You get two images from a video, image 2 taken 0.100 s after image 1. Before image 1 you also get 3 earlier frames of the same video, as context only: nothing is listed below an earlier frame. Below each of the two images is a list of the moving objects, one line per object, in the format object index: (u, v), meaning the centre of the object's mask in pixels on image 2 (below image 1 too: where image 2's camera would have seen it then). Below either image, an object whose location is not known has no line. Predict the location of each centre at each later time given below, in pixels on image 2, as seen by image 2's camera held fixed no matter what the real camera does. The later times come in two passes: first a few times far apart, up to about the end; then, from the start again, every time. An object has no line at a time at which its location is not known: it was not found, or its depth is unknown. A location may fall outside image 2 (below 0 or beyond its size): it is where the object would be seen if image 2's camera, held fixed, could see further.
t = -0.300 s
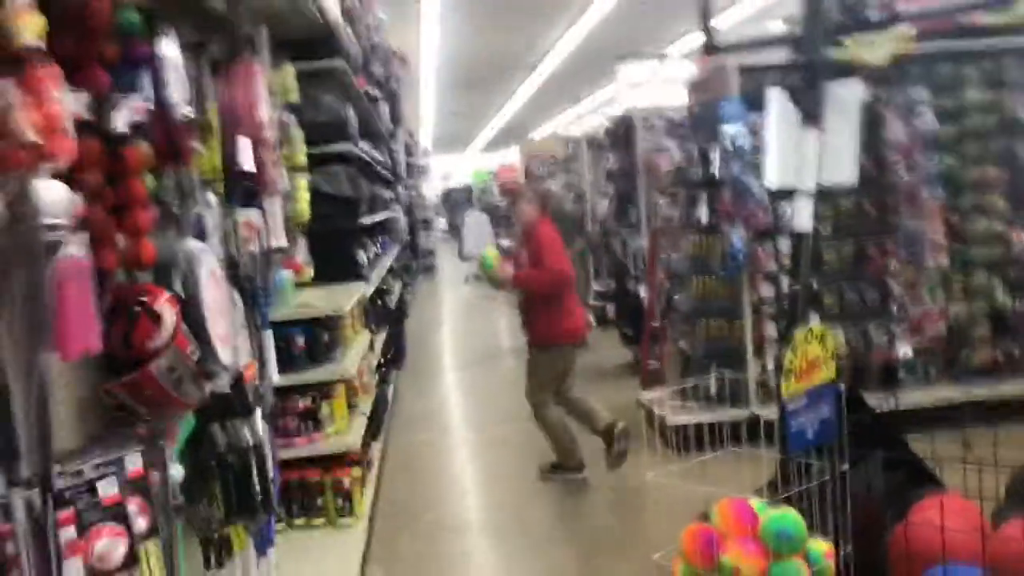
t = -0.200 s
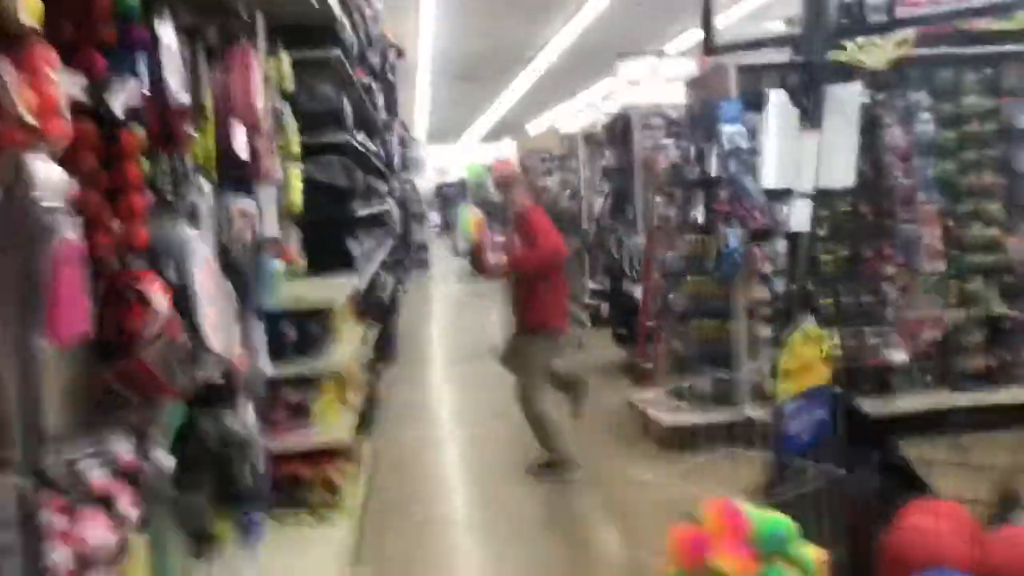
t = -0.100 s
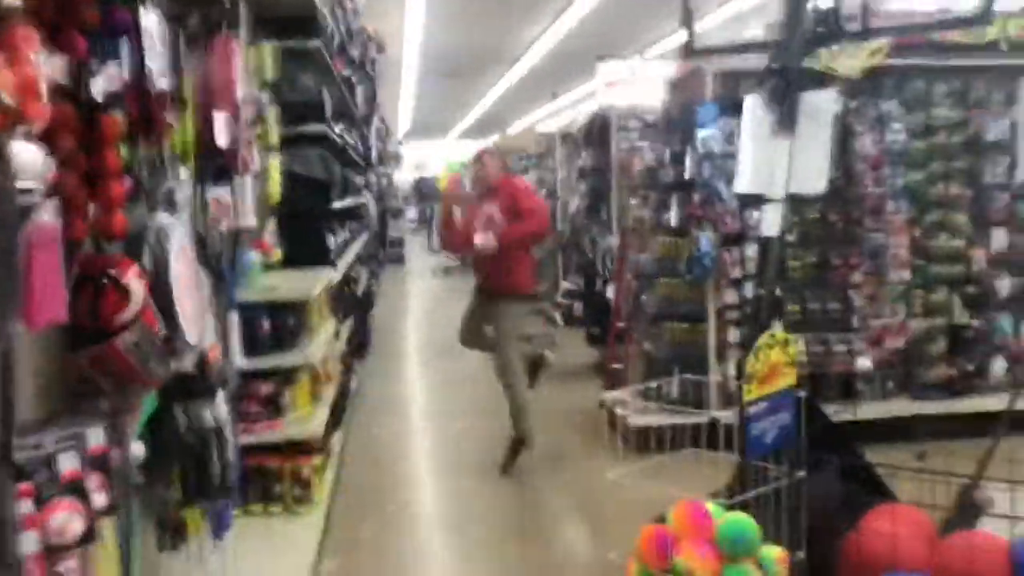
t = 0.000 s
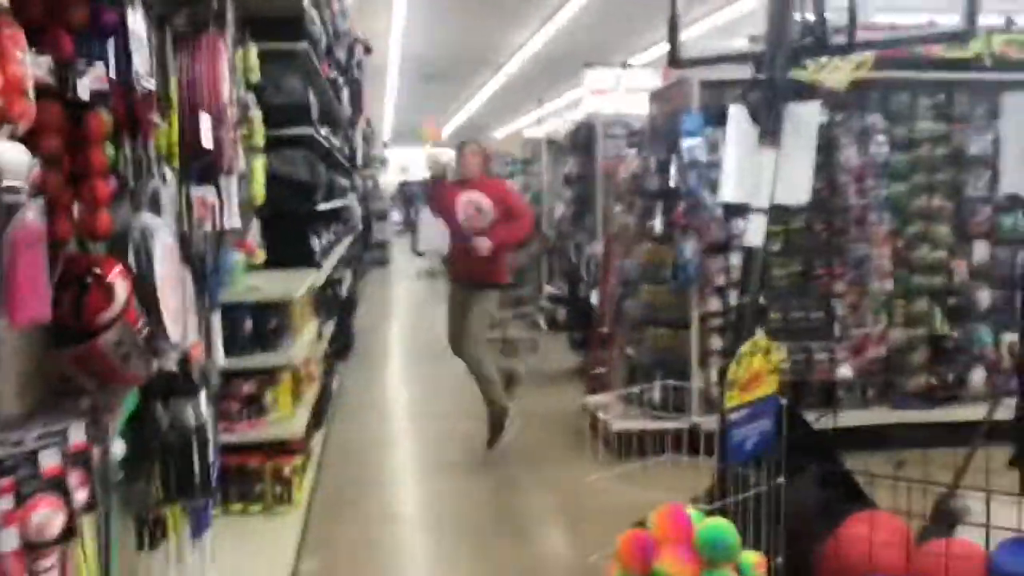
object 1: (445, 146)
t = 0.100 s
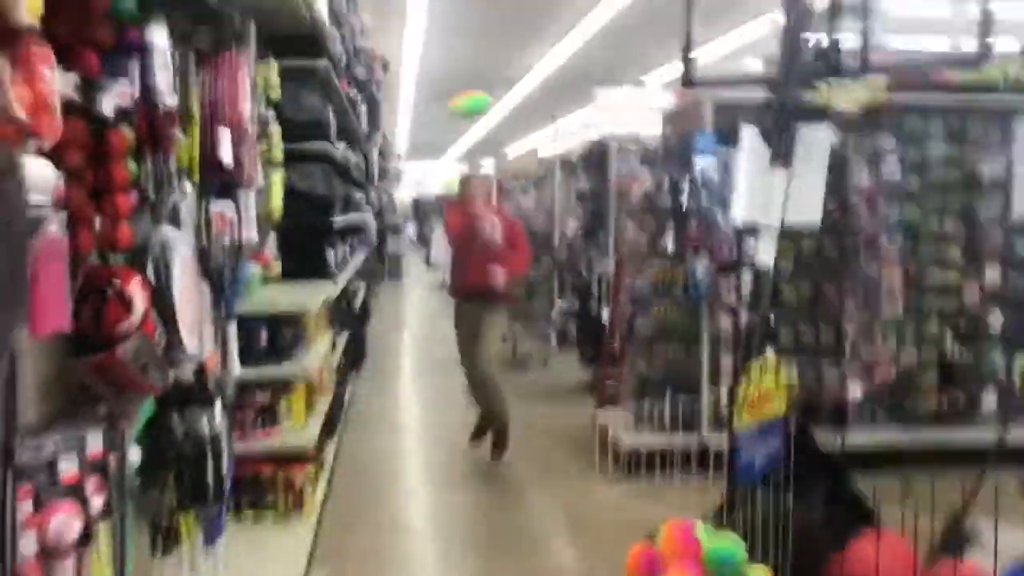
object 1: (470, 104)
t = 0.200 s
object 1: (503, 65)
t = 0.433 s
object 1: (619, 58)
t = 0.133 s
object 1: (481, 89)
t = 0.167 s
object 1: (493, 76)
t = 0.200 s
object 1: (503, 65)
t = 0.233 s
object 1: (515, 54)
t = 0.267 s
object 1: (525, 46)
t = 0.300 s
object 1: (538, 42)
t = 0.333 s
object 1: (553, 41)
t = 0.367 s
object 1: (571, 42)
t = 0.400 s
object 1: (585, 45)
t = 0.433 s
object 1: (619, 58)
